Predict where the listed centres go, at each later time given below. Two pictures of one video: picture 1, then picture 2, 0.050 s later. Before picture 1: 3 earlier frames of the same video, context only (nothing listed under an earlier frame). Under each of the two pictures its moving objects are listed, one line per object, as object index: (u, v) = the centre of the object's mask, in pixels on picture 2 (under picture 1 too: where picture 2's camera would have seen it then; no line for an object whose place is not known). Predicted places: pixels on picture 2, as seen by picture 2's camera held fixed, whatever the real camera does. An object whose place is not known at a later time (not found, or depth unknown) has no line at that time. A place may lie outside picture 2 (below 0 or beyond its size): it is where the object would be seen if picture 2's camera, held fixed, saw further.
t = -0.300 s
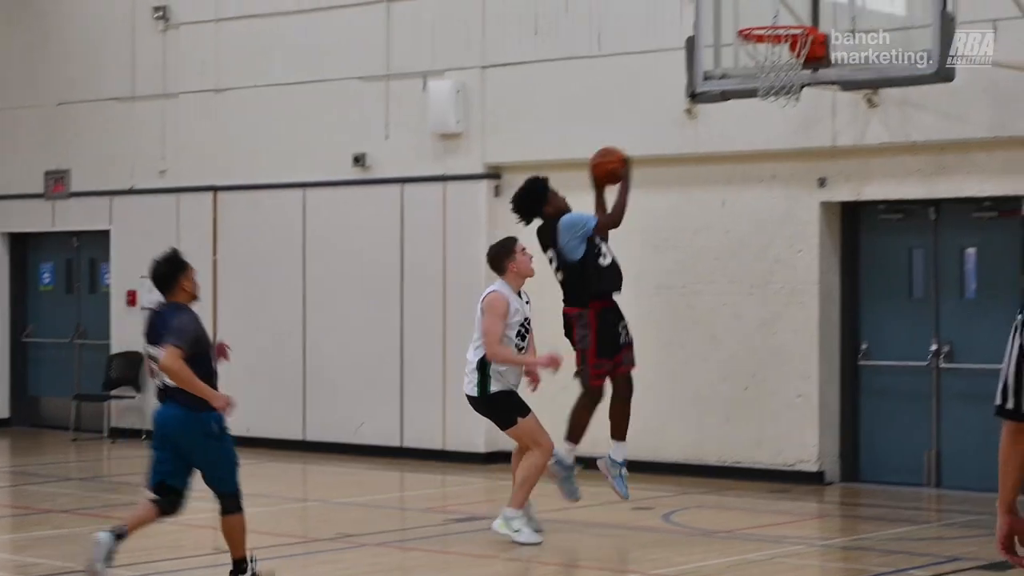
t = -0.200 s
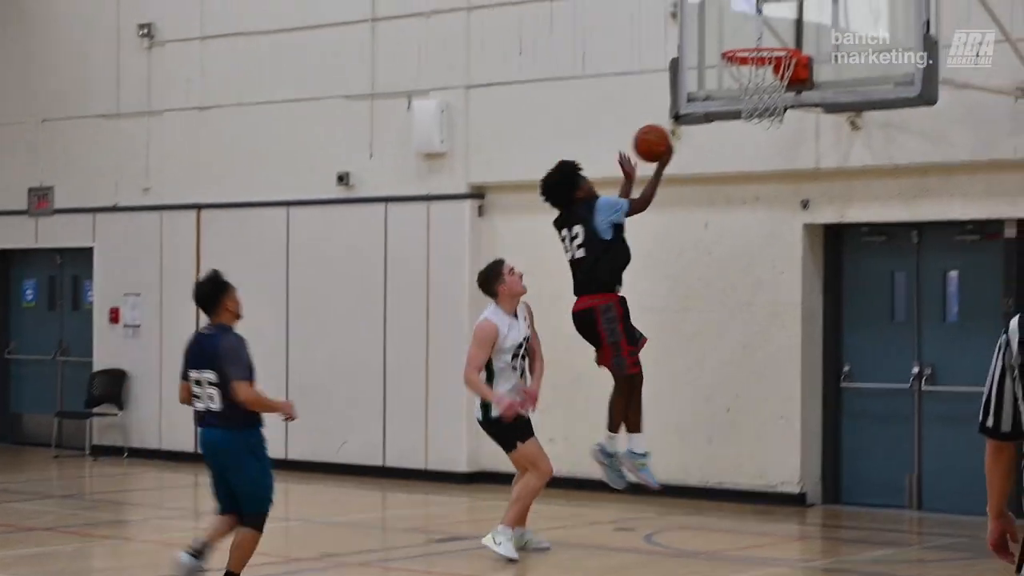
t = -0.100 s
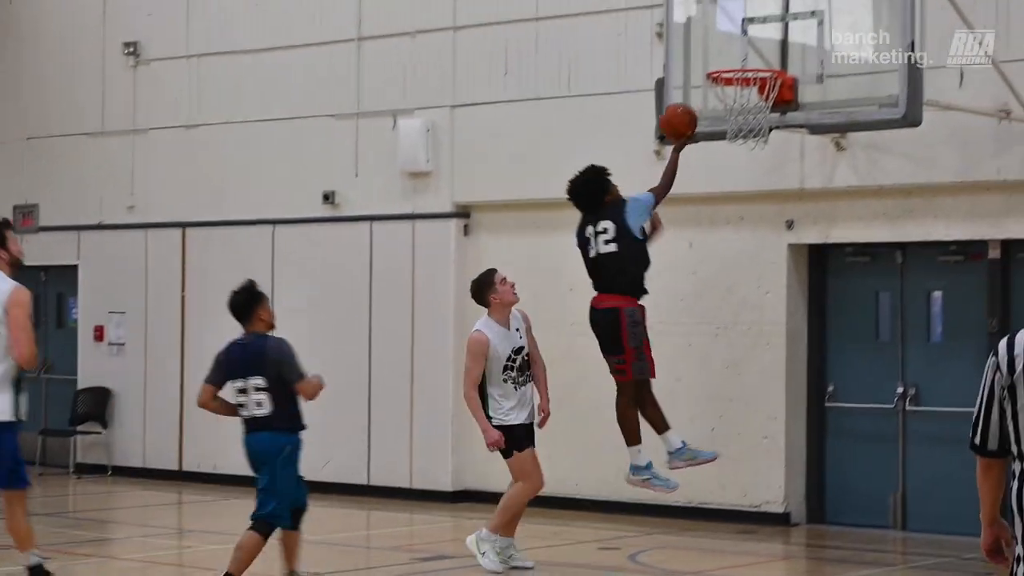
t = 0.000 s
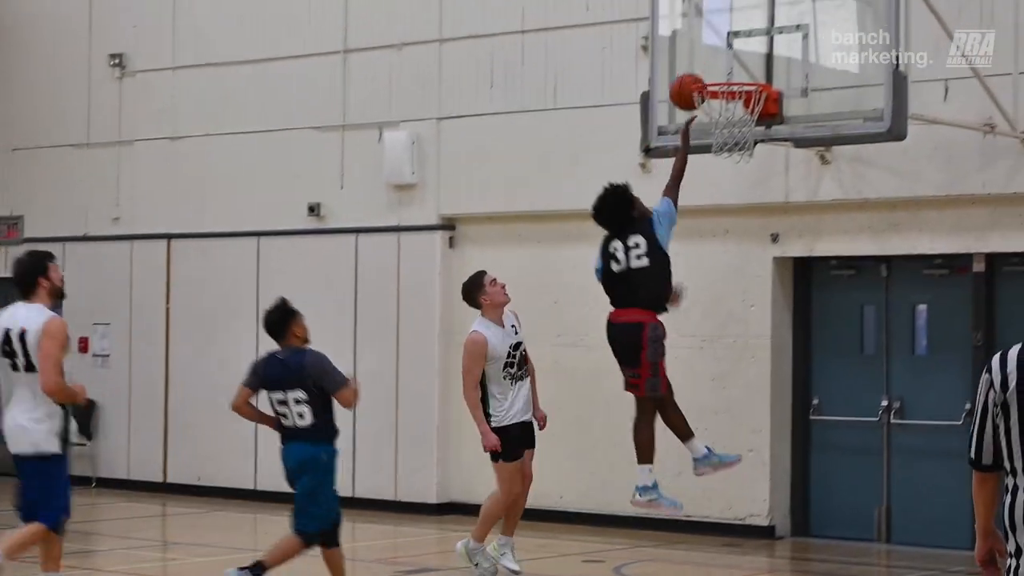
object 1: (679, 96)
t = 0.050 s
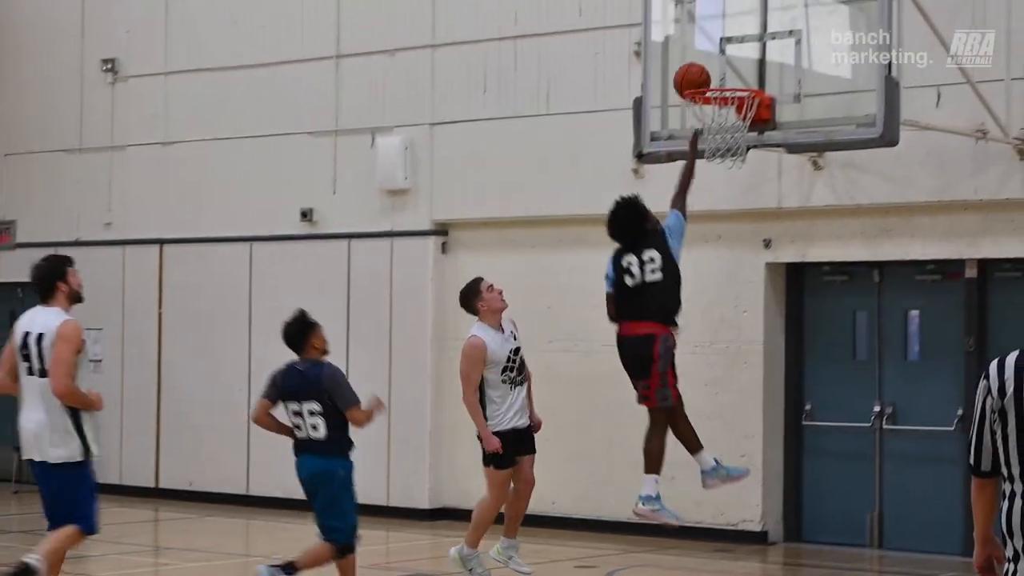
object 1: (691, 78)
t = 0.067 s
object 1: (695, 75)
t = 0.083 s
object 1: (699, 72)
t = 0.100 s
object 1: (702, 68)
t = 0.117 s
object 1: (705, 65)
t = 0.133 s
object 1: (705, 62)
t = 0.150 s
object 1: (704, 59)
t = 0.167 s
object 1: (703, 57)
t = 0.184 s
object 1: (702, 55)
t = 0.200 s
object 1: (702, 53)
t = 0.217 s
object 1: (701, 52)
